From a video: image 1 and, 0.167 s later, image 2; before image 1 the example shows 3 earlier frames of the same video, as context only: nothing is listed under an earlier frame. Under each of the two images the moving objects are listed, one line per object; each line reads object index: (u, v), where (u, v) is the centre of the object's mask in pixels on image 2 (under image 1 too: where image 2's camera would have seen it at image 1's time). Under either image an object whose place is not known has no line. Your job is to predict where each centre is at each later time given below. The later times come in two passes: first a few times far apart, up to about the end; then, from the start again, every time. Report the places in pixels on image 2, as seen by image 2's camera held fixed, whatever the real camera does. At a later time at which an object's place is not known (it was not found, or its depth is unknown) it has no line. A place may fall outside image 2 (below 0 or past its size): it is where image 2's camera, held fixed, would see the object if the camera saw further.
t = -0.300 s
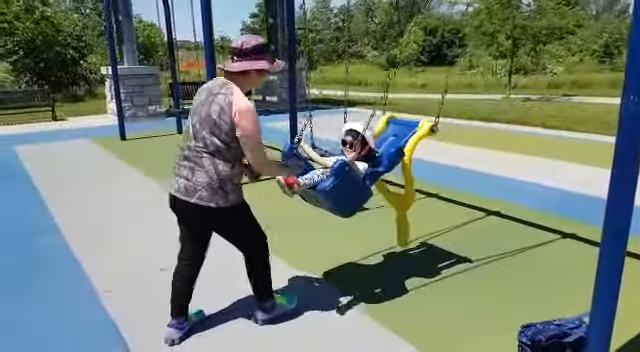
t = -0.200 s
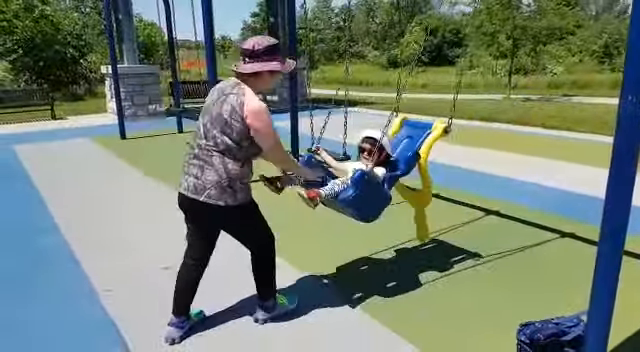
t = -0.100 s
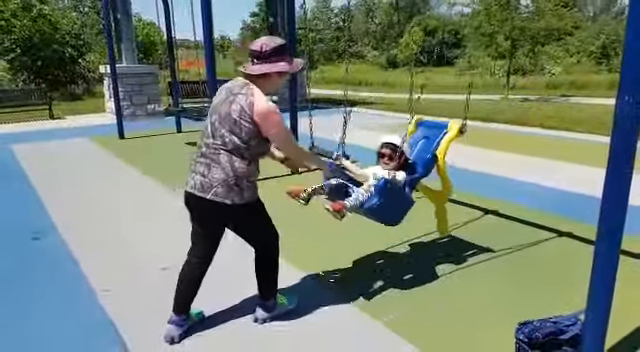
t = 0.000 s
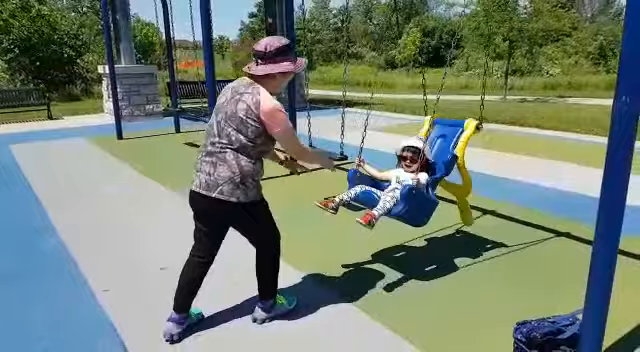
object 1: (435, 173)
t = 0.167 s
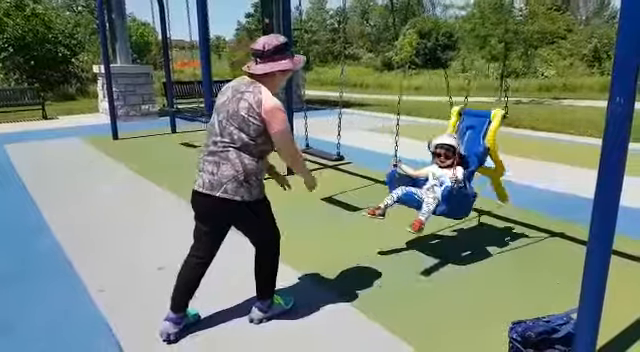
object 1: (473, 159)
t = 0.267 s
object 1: (493, 148)
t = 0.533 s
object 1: (530, 114)
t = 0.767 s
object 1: (543, 99)
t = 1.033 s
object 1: (535, 106)
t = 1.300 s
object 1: (507, 137)
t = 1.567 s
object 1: (455, 166)
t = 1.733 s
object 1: (418, 175)
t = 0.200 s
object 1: (480, 155)
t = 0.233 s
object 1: (487, 152)
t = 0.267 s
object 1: (493, 148)
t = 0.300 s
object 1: (499, 144)
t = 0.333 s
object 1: (505, 139)
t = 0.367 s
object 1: (510, 135)
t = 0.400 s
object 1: (515, 130)
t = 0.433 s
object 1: (519, 126)
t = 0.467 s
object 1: (522, 122)
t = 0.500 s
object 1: (527, 118)
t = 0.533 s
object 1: (530, 114)
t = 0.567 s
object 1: (532, 111)
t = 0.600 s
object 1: (535, 107)
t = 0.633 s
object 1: (538, 105)
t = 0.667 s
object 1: (540, 102)
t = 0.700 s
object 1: (541, 100)
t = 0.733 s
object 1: (541, 99)
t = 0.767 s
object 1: (543, 99)
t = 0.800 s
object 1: (542, 98)
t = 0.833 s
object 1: (543, 98)
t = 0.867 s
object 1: (542, 98)
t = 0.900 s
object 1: (541, 99)
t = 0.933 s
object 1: (540, 100)
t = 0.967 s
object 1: (540, 101)
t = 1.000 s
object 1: (537, 103)
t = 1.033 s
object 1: (535, 106)
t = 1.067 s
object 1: (534, 109)
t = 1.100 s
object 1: (531, 113)
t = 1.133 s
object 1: (528, 116)
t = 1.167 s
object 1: (524, 120)
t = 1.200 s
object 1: (521, 124)
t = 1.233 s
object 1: (516, 129)
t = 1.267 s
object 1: (512, 132)
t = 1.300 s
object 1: (507, 137)
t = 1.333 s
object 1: (501, 143)
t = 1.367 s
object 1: (495, 147)
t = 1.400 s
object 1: (489, 150)
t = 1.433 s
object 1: (483, 154)
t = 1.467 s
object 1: (476, 158)
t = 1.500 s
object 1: (469, 161)
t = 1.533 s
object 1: (462, 164)
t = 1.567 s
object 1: (455, 166)
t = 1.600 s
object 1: (448, 169)
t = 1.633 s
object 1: (440, 170)
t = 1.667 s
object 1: (432, 173)
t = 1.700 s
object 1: (425, 174)
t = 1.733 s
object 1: (418, 175)
